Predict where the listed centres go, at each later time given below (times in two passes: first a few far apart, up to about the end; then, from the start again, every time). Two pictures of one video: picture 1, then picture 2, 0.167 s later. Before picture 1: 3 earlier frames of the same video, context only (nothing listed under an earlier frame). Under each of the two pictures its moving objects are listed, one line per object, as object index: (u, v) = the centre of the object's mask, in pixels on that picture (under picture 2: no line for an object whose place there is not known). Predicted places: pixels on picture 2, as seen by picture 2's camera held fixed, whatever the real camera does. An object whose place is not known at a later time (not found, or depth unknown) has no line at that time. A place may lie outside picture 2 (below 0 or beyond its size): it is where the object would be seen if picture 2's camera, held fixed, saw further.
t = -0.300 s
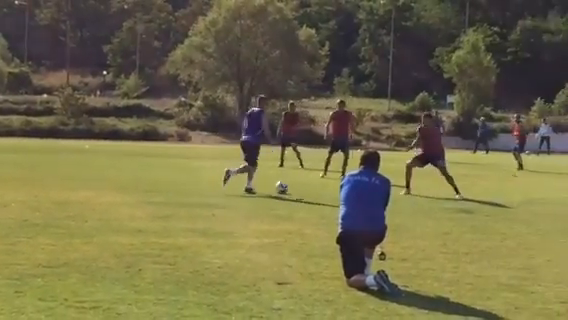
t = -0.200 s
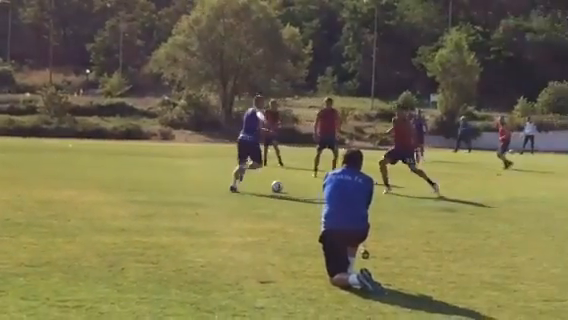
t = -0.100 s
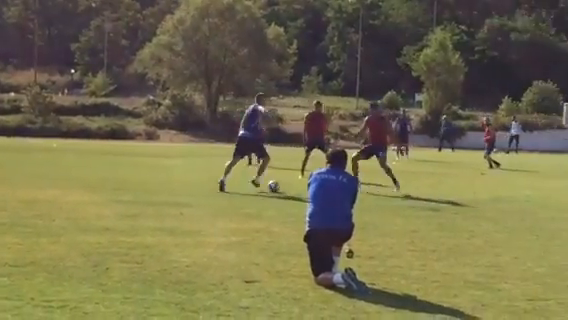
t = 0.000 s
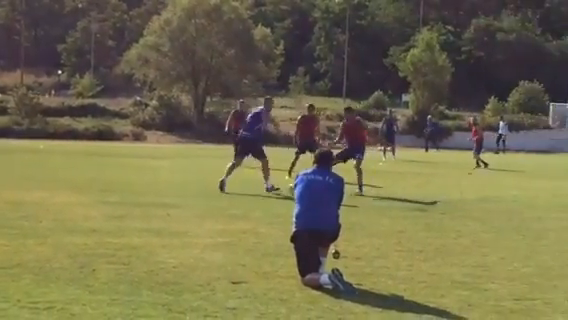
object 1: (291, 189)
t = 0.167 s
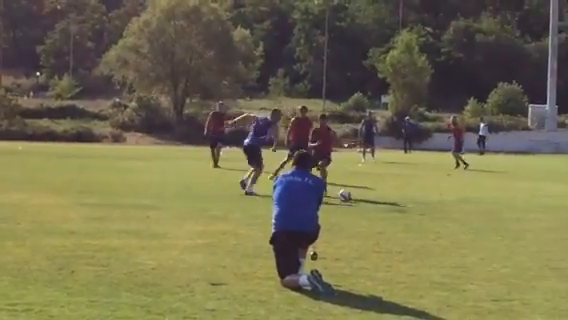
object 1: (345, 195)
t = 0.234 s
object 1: (372, 198)
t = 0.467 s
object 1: (452, 203)
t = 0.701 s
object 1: (528, 208)
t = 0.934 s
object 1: (603, 213)
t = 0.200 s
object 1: (358, 196)
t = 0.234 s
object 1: (372, 198)
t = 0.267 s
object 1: (382, 198)
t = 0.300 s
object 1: (395, 199)
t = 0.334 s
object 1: (407, 200)
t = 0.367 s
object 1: (420, 201)
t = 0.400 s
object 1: (431, 202)
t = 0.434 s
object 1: (442, 202)
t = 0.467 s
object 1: (452, 203)
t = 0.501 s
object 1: (464, 204)
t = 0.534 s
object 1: (475, 204)
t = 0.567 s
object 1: (485, 205)
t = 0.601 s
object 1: (496, 206)
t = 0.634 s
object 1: (506, 207)
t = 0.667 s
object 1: (517, 207)
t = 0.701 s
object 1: (528, 208)
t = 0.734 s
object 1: (539, 209)
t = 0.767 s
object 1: (549, 210)
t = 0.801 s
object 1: (560, 210)
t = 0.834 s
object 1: (571, 211)
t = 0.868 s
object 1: (582, 211)
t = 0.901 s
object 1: (593, 212)
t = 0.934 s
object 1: (603, 213)
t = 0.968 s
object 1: (615, 214)
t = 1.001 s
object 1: (626, 214)
